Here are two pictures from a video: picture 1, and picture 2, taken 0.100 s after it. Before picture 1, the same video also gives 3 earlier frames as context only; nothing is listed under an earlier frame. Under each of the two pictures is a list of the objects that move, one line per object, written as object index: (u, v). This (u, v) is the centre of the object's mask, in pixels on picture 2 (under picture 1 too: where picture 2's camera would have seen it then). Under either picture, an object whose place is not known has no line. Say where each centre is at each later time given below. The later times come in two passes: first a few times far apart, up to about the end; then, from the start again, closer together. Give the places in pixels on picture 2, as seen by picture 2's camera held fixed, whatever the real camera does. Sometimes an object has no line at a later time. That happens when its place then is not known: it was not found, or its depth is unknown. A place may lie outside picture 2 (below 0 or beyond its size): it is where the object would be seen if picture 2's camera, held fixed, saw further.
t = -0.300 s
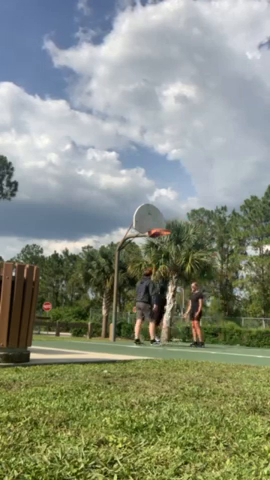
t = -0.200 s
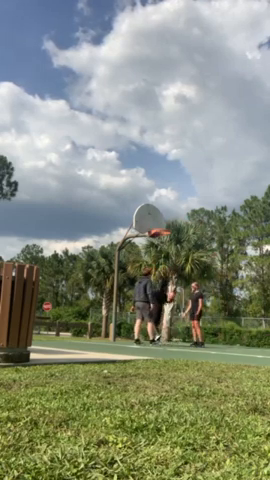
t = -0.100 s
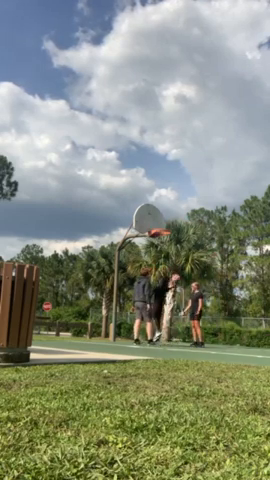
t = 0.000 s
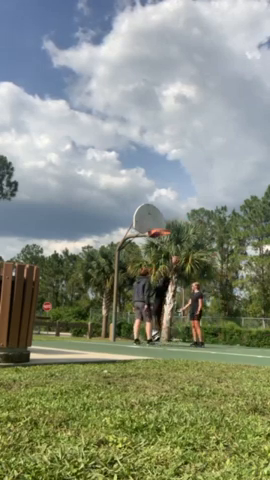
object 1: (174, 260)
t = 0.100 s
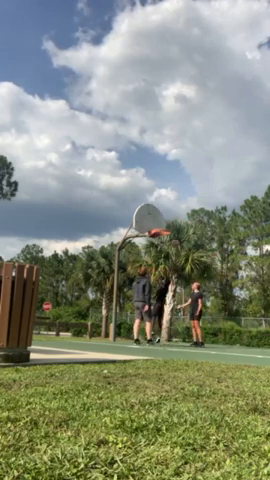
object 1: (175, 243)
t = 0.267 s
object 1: (172, 223)
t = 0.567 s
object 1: (169, 211)
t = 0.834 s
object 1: (164, 224)
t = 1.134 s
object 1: (166, 213)
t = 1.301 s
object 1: (168, 219)
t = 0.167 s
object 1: (174, 232)
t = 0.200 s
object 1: (173, 229)
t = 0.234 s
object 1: (173, 226)
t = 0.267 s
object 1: (172, 223)
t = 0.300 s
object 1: (172, 220)
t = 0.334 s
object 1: (172, 217)
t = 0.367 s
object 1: (171, 216)
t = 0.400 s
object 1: (171, 214)
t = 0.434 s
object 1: (171, 213)
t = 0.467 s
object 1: (169, 212)
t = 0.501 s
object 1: (170, 211)
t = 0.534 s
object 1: (169, 211)
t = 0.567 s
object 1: (169, 211)
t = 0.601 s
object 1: (168, 211)
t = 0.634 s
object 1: (168, 212)
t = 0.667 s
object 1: (168, 212)
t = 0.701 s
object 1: (167, 214)
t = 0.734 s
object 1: (166, 217)
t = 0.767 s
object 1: (166, 219)
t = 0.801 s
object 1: (165, 220)
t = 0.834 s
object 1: (164, 224)
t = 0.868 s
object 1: (164, 222)
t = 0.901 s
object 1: (165, 220)
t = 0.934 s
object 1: (165, 219)
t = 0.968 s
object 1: (165, 216)
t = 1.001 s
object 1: (166, 215)
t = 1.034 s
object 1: (166, 214)
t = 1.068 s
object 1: (166, 214)
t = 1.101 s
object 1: (166, 213)
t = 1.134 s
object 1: (166, 213)
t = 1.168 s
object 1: (167, 214)
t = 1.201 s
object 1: (167, 214)
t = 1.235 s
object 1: (167, 216)
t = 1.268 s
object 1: (168, 217)
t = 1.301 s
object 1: (168, 219)
